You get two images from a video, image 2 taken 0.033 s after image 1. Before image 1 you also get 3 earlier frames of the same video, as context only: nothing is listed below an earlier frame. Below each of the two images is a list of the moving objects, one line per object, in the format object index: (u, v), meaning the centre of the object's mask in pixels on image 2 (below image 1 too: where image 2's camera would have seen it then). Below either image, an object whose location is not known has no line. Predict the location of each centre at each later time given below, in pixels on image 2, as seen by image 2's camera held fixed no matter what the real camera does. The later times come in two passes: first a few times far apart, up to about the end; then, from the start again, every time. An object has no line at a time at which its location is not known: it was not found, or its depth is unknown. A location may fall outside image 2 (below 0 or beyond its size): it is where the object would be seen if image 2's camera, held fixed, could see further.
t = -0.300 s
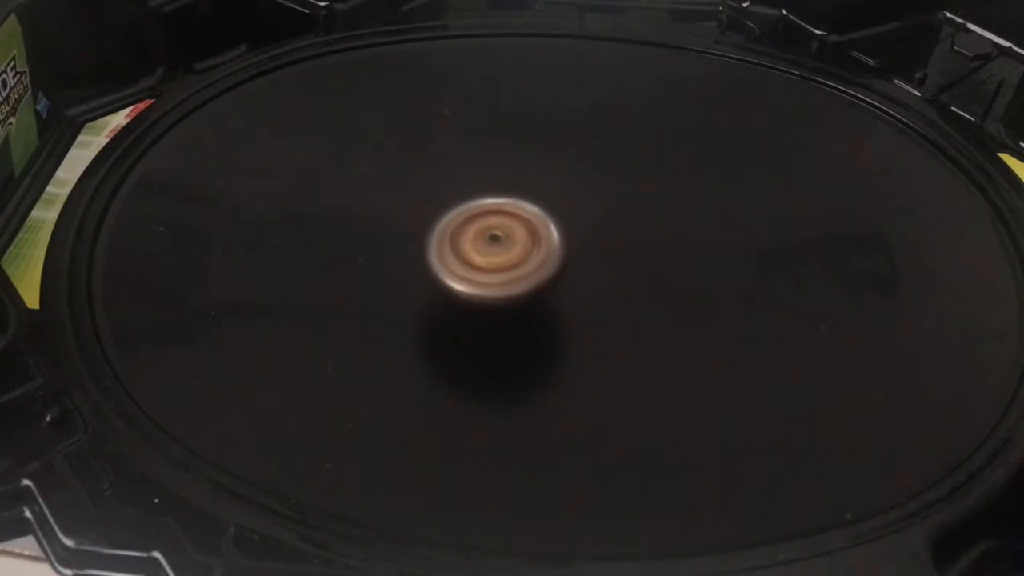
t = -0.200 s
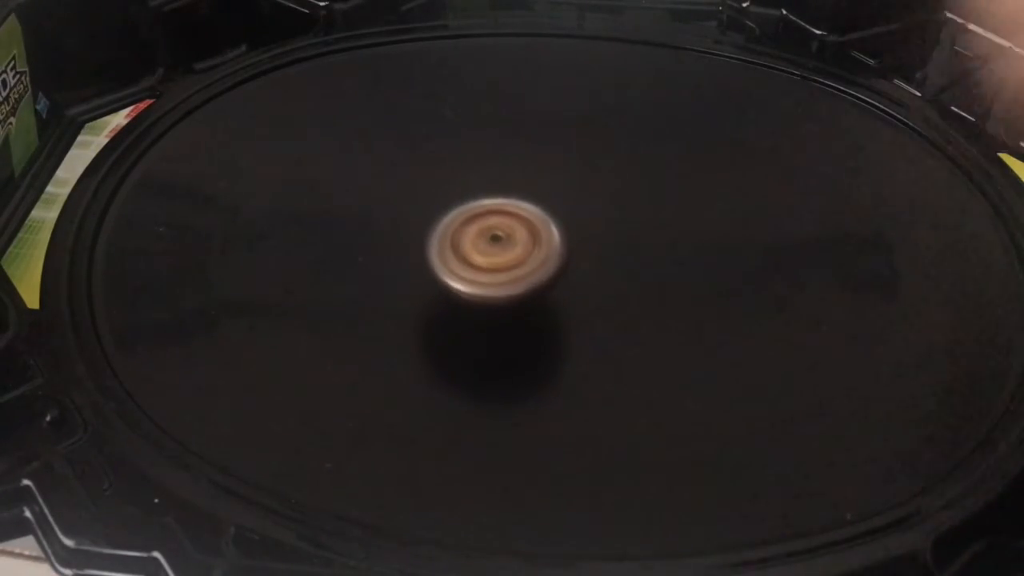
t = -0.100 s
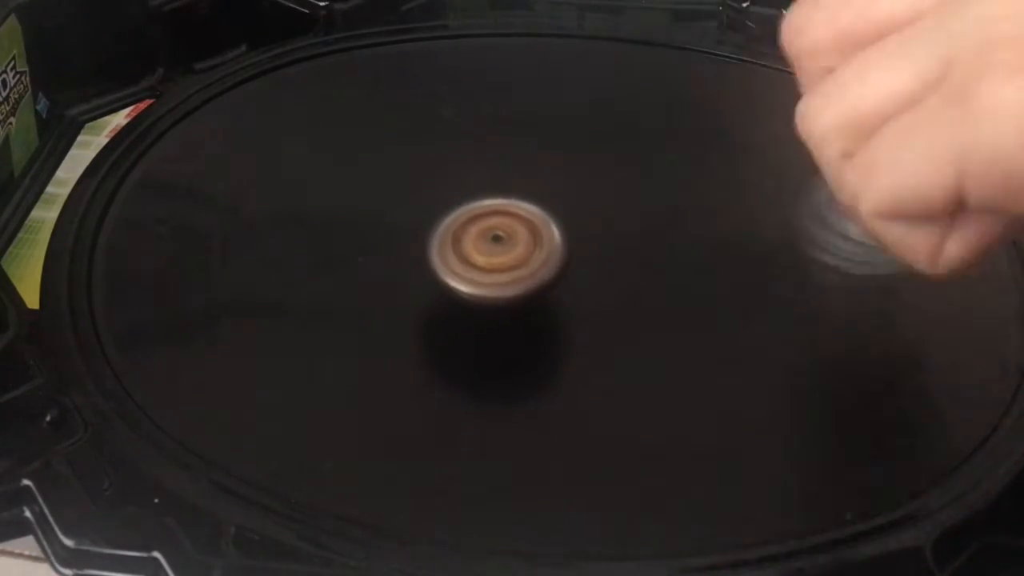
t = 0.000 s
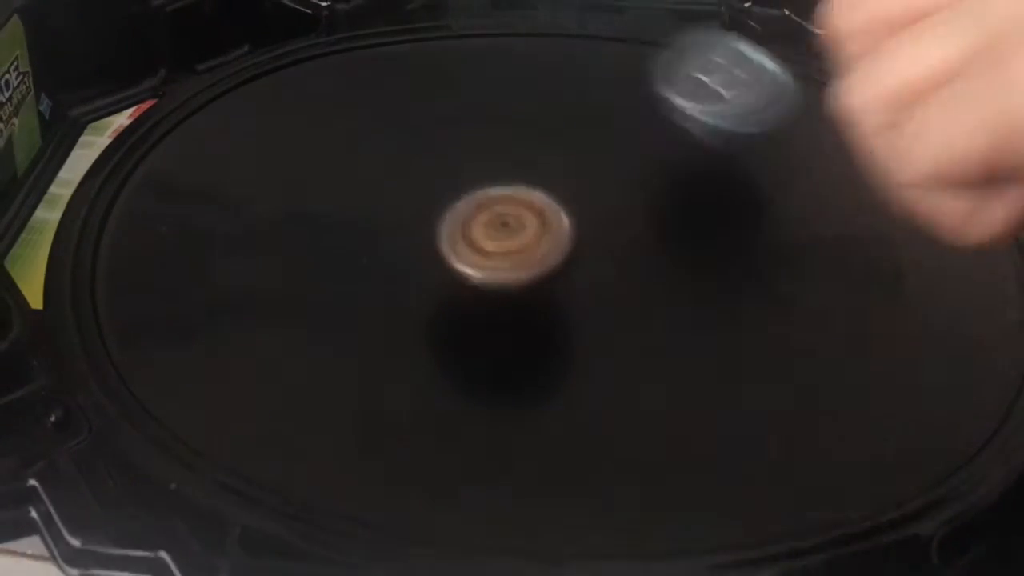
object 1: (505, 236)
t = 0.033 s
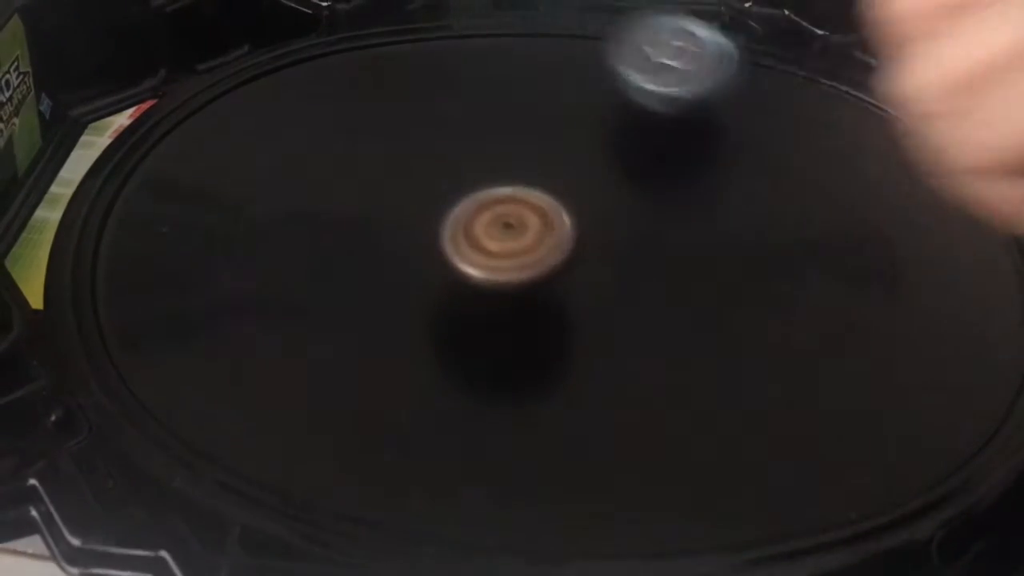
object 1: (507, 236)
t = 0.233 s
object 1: (489, 224)
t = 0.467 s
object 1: (497, 221)
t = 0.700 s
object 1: (511, 223)
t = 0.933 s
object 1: (523, 228)
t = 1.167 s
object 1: (528, 236)
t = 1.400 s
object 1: (526, 243)
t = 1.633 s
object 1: (518, 245)
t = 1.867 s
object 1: (472, 252)
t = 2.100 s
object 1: (476, 250)
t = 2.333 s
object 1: (477, 262)
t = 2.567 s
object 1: (476, 279)
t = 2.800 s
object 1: (484, 279)
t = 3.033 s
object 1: (484, 272)
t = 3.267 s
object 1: (500, 255)
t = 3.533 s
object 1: (510, 229)
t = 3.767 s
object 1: (495, 210)
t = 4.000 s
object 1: (499, 204)
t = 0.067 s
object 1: (507, 235)
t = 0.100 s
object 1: (506, 232)
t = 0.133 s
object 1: (502, 230)
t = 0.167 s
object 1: (497, 227)
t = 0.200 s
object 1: (493, 225)
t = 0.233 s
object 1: (489, 224)
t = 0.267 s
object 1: (487, 222)
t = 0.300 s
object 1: (487, 221)
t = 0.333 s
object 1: (487, 221)
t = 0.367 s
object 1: (490, 221)
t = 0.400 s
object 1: (493, 220)
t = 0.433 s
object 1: (495, 220)
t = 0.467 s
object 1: (497, 221)
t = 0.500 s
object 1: (499, 221)
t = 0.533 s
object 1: (502, 222)
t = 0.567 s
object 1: (503, 222)
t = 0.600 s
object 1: (506, 222)
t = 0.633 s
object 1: (508, 223)
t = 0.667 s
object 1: (509, 222)
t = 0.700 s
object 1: (511, 223)
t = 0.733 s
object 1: (513, 223)
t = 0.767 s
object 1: (514, 224)
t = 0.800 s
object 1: (516, 224)
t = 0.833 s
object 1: (518, 225)
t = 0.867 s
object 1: (519, 226)
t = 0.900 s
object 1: (521, 227)
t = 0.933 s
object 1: (523, 228)
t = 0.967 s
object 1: (524, 229)
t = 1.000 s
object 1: (525, 230)
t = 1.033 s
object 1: (526, 231)
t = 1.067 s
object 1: (527, 232)
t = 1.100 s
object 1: (527, 234)
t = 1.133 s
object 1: (528, 235)
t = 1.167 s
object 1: (528, 236)
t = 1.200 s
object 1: (528, 238)
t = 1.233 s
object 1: (528, 239)
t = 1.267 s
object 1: (528, 240)
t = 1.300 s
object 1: (527, 241)
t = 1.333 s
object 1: (527, 242)
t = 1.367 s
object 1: (526, 242)
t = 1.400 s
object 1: (526, 243)
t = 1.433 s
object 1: (525, 244)
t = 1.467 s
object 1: (524, 244)
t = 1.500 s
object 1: (523, 244)
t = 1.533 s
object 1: (522, 245)
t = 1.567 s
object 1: (520, 245)
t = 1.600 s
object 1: (519, 245)
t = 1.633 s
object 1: (518, 245)
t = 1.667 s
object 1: (516, 244)
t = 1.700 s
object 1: (515, 243)
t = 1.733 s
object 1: (514, 243)
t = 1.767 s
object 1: (513, 242)
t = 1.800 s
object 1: (495, 246)
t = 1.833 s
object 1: (481, 249)
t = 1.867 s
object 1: (472, 252)
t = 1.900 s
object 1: (468, 253)
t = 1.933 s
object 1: (467, 253)
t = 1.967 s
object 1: (468, 253)
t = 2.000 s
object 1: (469, 252)
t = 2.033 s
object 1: (472, 251)
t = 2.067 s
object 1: (474, 250)
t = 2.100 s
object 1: (476, 250)
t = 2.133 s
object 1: (475, 252)
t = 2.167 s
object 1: (475, 253)
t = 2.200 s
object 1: (476, 254)
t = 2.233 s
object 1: (474, 257)
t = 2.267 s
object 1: (474, 260)
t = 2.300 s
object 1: (476, 261)
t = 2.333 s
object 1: (477, 262)
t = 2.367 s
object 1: (480, 262)
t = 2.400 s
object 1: (482, 263)
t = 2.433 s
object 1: (481, 268)
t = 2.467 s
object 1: (478, 274)
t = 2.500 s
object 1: (477, 276)
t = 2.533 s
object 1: (477, 278)
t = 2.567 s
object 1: (476, 279)
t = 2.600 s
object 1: (477, 280)
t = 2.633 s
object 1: (477, 281)
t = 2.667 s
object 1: (478, 281)
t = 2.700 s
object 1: (479, 281)
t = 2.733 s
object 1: (480, 281)
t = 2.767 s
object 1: (482, 280)
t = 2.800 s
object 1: (484, 279)
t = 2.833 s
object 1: (487, 278)
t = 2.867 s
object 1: (489, 276)
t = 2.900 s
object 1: (491, 274)
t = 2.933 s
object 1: (493, 273)
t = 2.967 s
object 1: (488, 274)
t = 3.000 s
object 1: (484, 274)
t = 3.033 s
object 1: (484, 272)
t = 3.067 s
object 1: (485, 270)
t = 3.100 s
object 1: (487, 268)
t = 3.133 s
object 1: (489, 266)
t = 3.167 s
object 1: (491, 263)
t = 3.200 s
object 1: (494, 261)
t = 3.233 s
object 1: (497, 258)
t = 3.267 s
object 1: (500, 255)
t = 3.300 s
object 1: (502, 252)
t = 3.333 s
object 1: (503, 250)
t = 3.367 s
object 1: (504, 245)
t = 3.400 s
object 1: (504, 242)
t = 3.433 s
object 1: (505, 239)
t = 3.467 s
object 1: (506, 236)
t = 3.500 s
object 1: (508, 233)
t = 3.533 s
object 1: (510, 229)
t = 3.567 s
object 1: (504, 225)
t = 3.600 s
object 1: (498, 219)
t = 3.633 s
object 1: (497, 217)
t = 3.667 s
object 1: (496, 214)
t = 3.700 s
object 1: (495, 213)
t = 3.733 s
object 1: (495, 211)
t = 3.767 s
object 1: (495, 210)
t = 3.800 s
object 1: (494, 209)
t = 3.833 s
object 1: (495, 207)
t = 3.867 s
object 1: (495, 206)
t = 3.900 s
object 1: (496, 205)
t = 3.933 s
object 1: (496, 205)
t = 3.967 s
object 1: (498, 205)
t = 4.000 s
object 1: (499, 204)
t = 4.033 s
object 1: (500, 204)
